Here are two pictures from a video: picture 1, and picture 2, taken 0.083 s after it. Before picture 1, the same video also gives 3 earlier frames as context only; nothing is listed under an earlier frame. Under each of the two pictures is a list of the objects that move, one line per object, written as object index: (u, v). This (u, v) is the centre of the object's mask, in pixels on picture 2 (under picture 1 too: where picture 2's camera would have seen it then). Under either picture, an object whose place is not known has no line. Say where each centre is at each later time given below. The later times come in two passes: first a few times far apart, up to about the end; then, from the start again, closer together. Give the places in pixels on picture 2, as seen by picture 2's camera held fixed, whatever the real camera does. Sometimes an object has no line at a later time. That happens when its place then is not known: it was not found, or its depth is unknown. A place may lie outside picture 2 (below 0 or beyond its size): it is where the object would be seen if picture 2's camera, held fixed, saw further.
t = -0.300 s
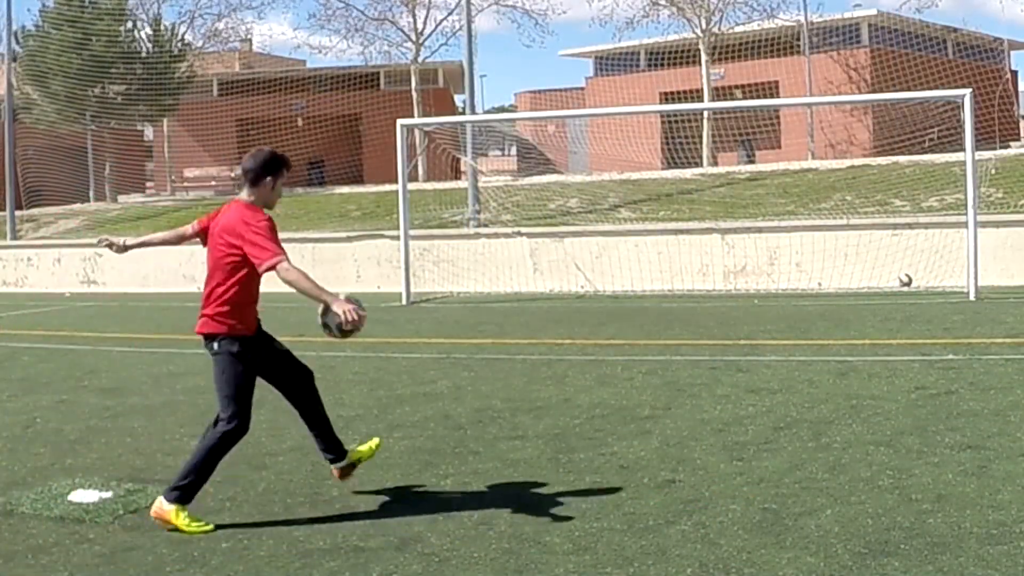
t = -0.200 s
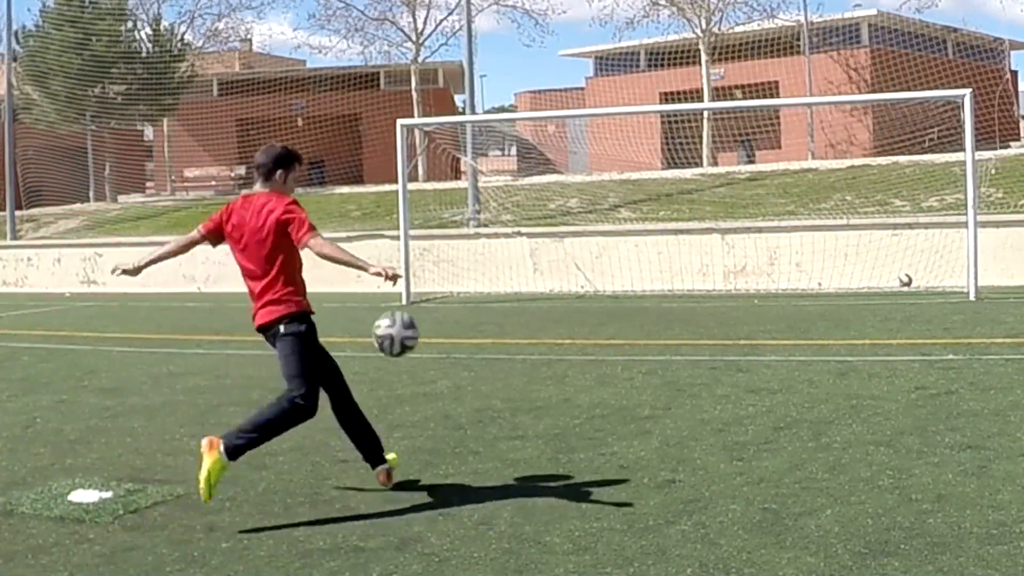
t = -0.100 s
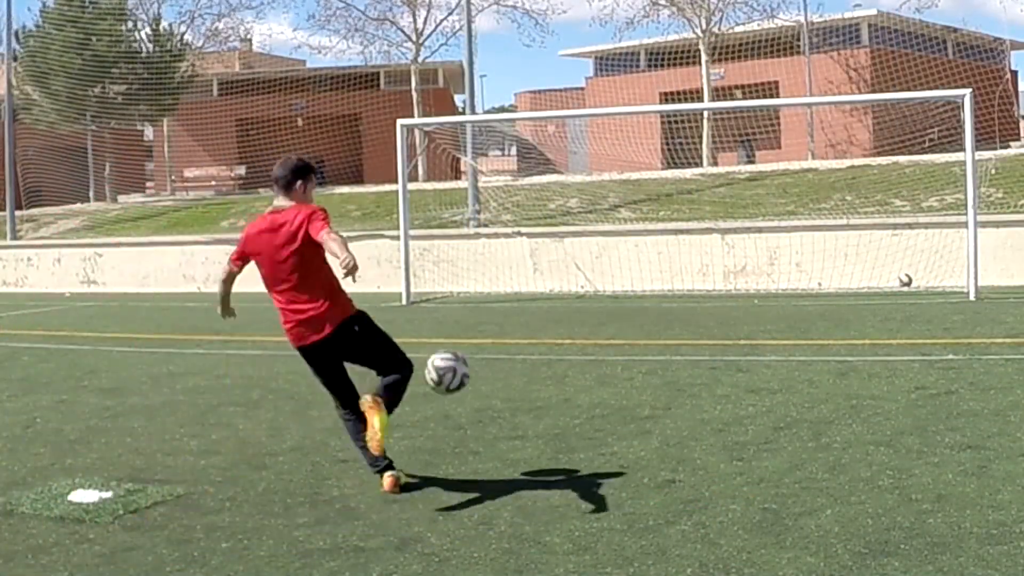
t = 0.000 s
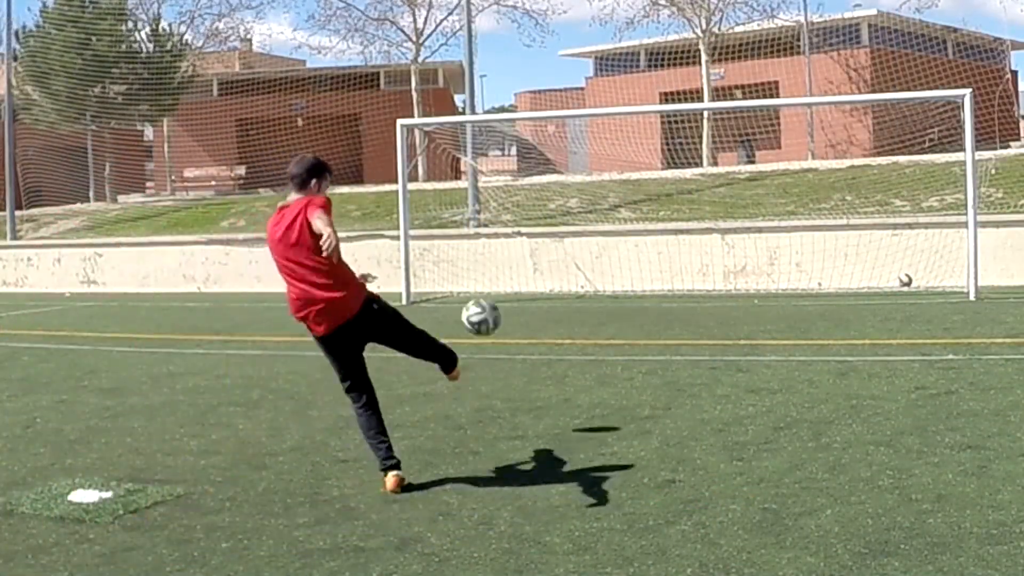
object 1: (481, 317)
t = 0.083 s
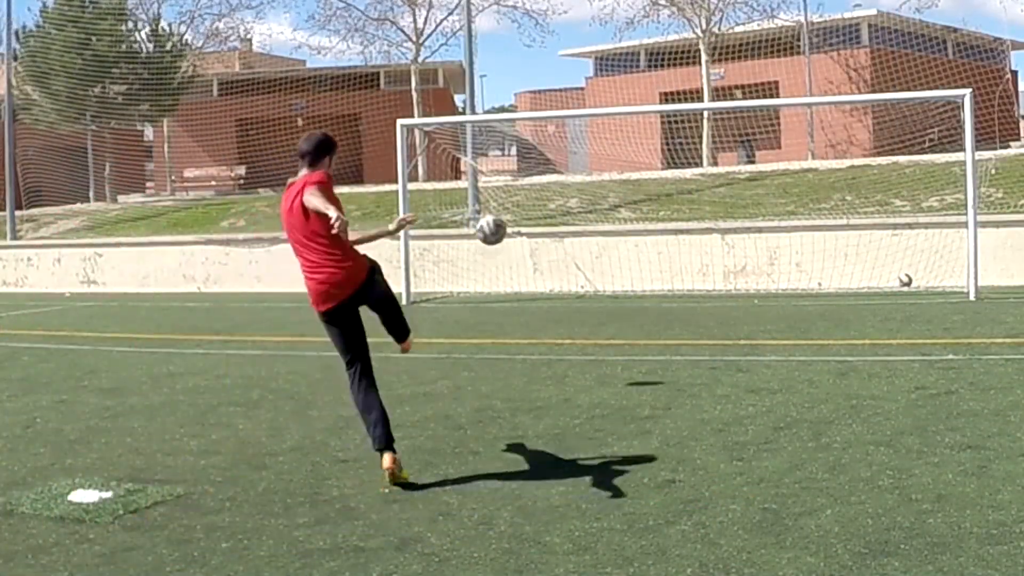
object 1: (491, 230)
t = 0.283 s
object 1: (508, 155)
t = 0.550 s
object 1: (523, 166)
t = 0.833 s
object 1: (505, 222)
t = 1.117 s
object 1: (484, 267)
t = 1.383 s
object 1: (479, 246)
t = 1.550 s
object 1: (477, 261)
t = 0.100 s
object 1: (493, 218)
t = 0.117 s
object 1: (495, 208)
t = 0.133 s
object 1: (497, 199)
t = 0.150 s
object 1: (499, 191)
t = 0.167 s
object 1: (500, 184)
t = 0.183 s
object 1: (501, 178)
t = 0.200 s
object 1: (503, 173)
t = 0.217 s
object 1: (504, 167)
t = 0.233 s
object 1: (505, 163)
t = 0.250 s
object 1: (506, 161)
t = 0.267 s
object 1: (506, 158)
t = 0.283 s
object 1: (508, 155)
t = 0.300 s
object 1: (510, 152)
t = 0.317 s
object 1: (511, 151)
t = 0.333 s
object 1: (512, 151)
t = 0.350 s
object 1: (512, 150)
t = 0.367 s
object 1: (513, 150)
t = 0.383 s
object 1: (515, 150)
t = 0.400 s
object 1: (516, 151)
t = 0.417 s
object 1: (517, 151)
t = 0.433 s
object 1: (517, 153)
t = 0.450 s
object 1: (517, 153)
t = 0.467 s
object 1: (518, 155)
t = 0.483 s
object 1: (520, 157)
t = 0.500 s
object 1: (521, 157)
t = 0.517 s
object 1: (522, 162)
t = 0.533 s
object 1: (522, 164)
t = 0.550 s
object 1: (523, 166)
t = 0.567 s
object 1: (524, 169)
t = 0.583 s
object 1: (525, 172)
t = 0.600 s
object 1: (525, 174)
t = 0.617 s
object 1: (524, 178)
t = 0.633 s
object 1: (524, 180)
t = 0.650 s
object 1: (523, 183)
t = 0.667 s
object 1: (521, 185)
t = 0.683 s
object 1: (520, 188)
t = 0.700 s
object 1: (519, 190)
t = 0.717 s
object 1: (518, 194)
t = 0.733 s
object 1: (516, 197)
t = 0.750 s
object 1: (514, 200)
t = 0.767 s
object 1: (513, 204)
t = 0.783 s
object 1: (511, 208)
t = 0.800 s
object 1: (509, 212)
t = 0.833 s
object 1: (505, 222)
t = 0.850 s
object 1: (504, 226)
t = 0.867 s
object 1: (502, 233)
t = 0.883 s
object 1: (500, 239)
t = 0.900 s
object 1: (499, 244)
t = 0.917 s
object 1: (497, 250)
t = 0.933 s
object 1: (495, 256)
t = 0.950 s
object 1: (494, 262)
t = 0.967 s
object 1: (492, 268)
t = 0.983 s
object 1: (491, 274)
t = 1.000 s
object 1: (489, 280)
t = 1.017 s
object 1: (488, 285)
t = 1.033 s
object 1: (488, 285)
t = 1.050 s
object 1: (487, 281)
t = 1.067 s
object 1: (487, 278)
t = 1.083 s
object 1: (486, 274)
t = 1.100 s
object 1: (485, 270)
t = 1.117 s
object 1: (484, 267)
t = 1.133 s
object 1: (484, 264)
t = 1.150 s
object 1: (484, 261)
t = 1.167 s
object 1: (484, 259)
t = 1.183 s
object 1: (484, 257)
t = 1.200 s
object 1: (483, 254)
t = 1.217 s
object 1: (483, 252)
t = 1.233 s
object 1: (482, 251)
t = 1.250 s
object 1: (482, 249)
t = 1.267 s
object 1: (481, 248)
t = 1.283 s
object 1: (481, 247)
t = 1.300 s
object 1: (481, 247)
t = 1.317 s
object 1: (480, 246)
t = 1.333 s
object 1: (479, 245)
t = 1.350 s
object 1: (480, 246)
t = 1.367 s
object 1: (480, 245)
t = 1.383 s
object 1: (479, 246)
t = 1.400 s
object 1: (479, 246)
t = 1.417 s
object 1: (478, 247)
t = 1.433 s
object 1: (478, 248)
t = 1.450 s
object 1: (477, 249)
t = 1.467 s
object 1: (477, 251)
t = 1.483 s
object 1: (476, 252)
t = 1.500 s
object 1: (476, 254)
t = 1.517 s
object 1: (477, 256)
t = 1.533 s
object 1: (477, 258)
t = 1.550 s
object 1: (477, 261)
